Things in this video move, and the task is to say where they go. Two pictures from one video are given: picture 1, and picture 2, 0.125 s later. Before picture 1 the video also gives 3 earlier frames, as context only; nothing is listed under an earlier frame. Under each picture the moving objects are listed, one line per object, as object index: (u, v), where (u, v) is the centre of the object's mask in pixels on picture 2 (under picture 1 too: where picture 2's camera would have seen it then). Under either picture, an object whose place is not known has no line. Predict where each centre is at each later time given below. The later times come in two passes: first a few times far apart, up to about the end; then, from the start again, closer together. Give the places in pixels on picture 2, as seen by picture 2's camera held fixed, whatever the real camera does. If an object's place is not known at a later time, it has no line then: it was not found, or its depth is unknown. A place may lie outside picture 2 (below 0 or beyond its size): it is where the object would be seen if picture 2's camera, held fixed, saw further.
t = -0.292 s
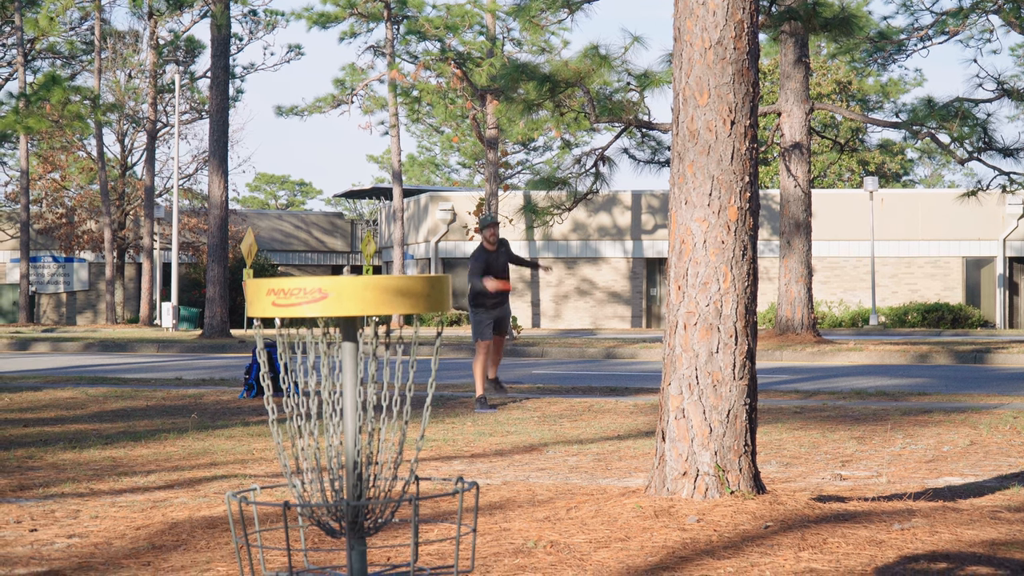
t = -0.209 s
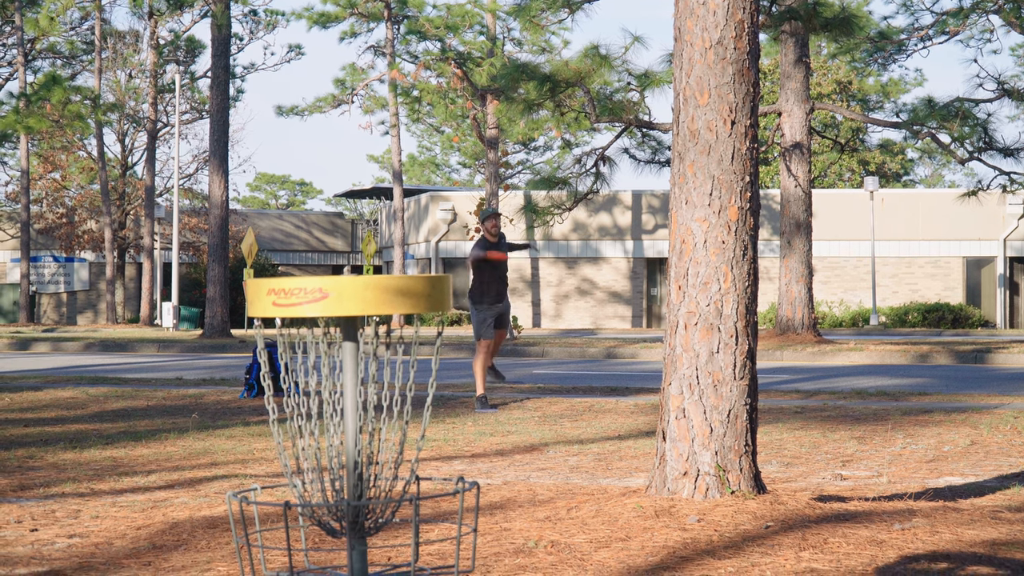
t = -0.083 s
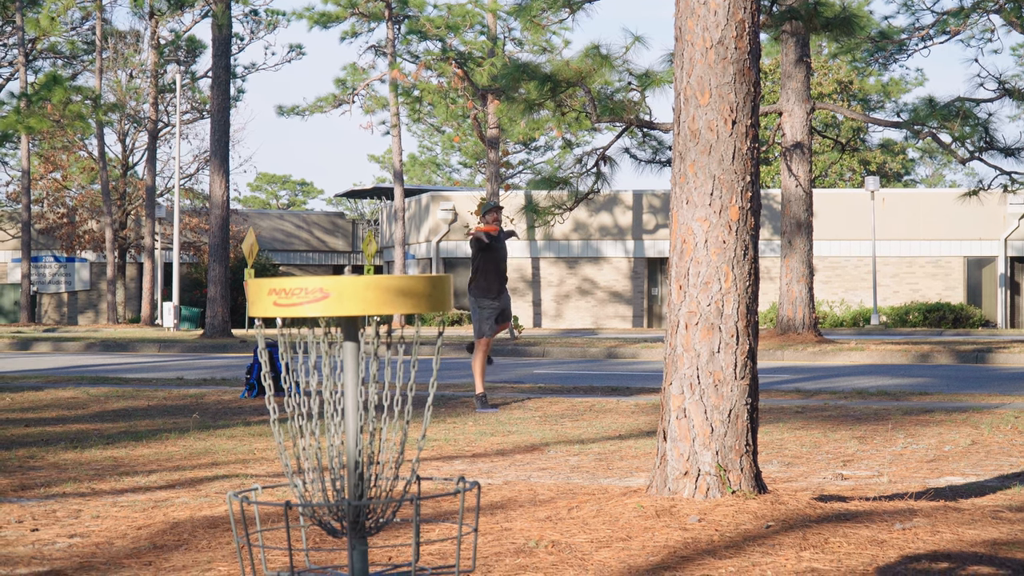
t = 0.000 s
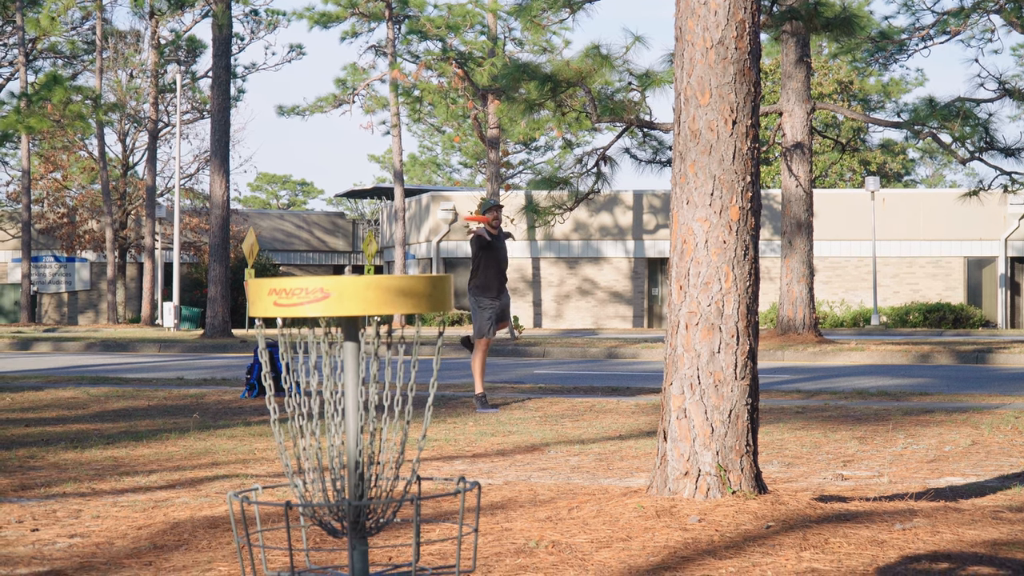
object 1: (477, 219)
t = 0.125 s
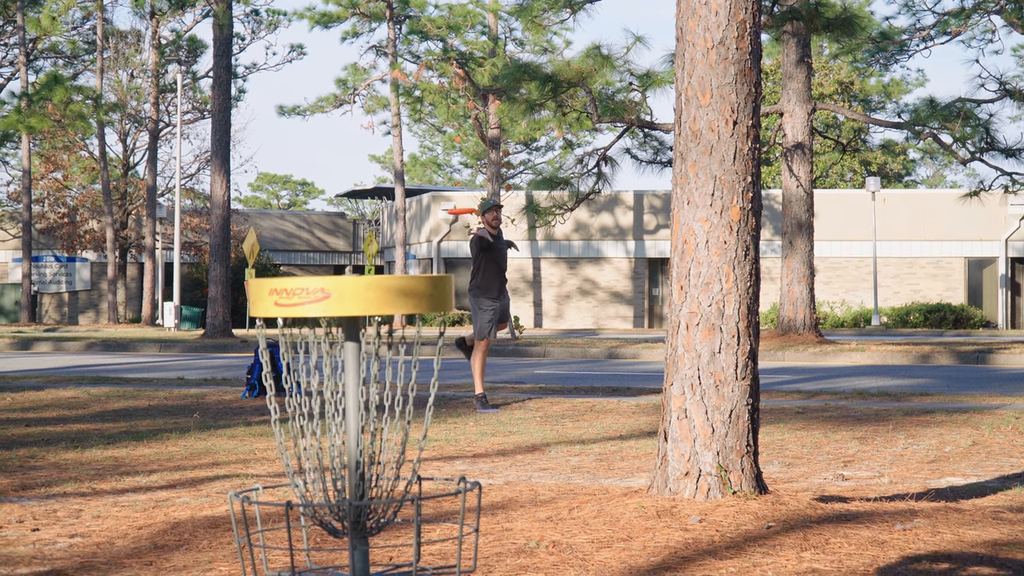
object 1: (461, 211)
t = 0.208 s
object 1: (450, 208)
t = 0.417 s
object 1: (415, 212)
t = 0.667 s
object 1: (360, 241)
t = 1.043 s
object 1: (244, 348)
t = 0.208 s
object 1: (450, 208)
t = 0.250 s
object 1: (443, 208)
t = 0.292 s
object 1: (437, 209)
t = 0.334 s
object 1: (430, 209)
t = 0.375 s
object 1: (422, 210)
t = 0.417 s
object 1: (415, 212)
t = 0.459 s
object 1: (406, 215)
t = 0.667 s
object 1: (360, 241)
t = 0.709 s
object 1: (349, 249)
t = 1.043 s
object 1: (244, 348)
